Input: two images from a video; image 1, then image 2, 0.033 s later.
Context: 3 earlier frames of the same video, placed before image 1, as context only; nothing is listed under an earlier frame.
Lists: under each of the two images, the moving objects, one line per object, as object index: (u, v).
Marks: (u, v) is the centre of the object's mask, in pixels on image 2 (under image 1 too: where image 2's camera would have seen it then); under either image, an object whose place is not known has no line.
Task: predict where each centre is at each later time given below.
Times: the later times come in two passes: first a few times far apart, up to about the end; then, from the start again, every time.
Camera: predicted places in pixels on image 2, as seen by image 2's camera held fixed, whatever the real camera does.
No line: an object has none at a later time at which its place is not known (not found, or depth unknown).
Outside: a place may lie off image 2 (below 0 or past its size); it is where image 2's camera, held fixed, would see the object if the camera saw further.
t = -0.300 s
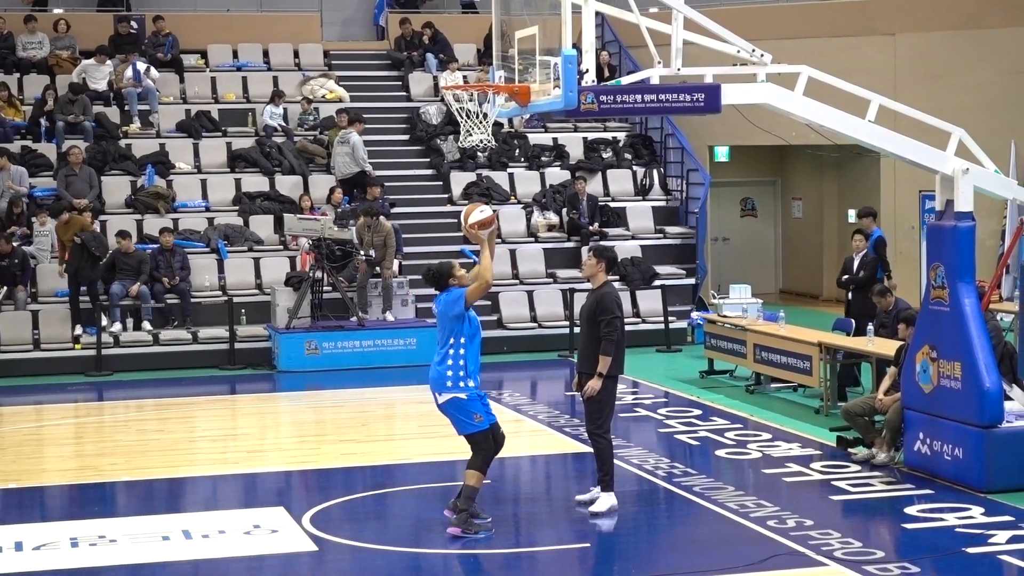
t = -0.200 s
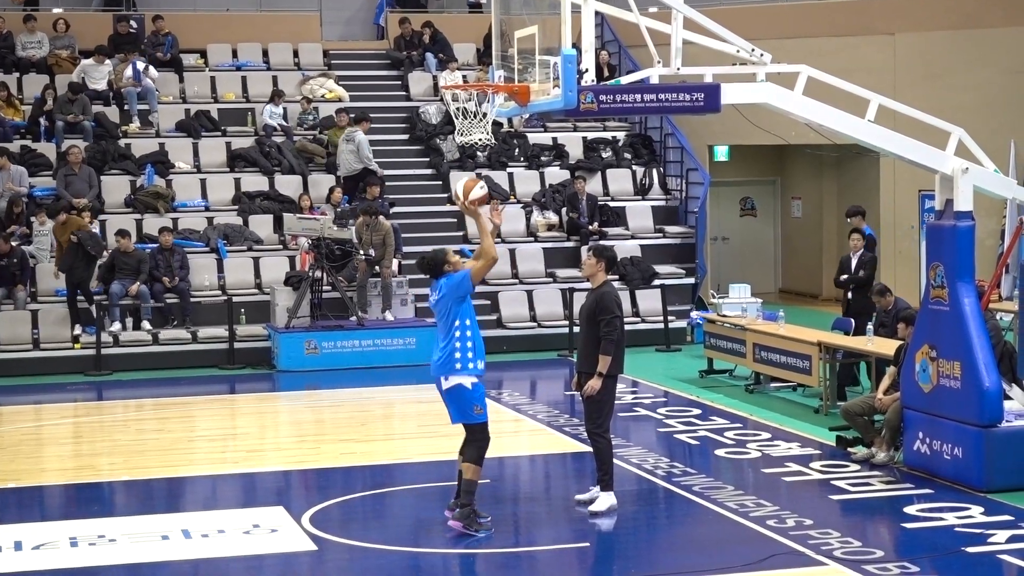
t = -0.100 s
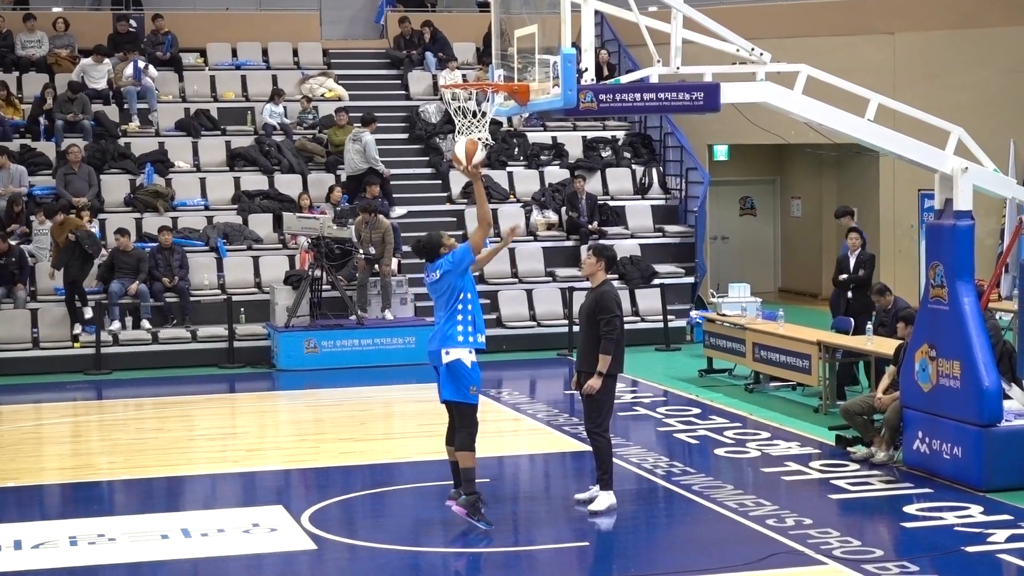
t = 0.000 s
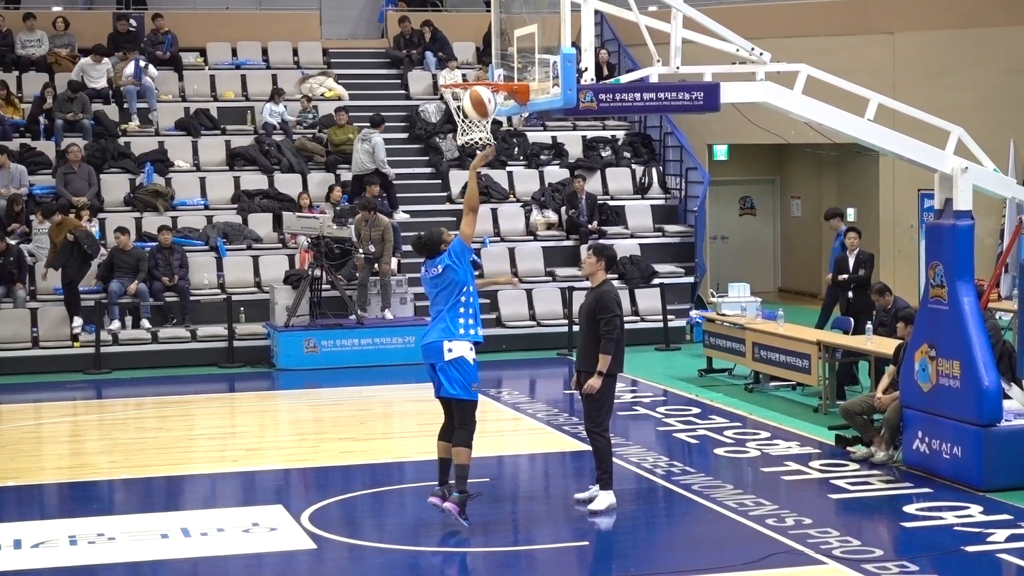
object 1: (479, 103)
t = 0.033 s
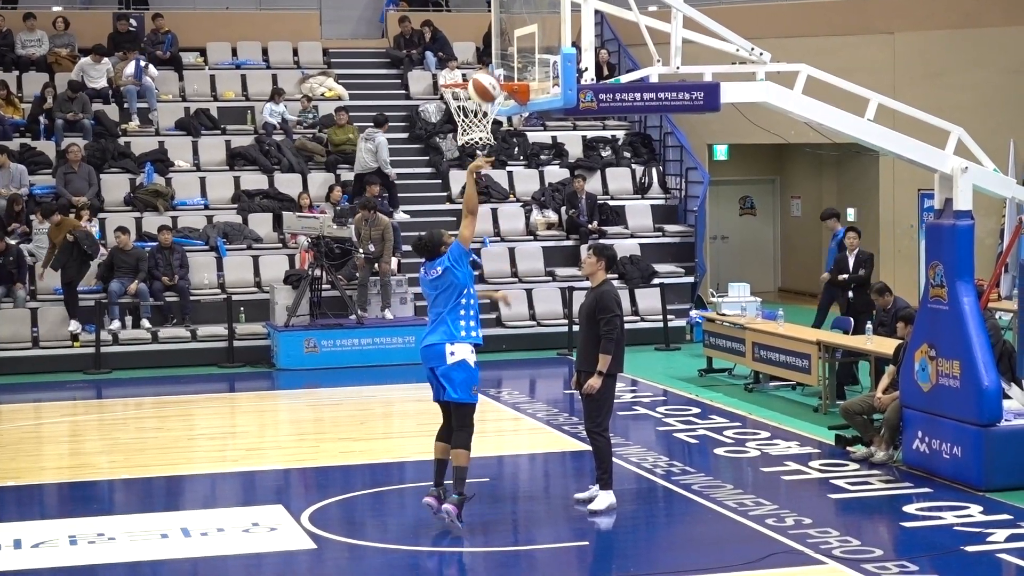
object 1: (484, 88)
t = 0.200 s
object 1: (509, 33)
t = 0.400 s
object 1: (499, 34)
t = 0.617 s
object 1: (466, 105)
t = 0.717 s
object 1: (461, 138)
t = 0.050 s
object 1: (487, 80)
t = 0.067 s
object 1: (489, 73)
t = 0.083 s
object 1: (492, 66)
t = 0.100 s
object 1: (495, 60)
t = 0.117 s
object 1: (497, 54)
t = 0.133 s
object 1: (499, 49)
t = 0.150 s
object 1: (502, 44)
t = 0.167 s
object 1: (504, 41)
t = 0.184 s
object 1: (506, 36)
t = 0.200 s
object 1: (509, 33)
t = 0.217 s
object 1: (511, 30)
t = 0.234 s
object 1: (514, 27)
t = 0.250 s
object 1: (517, 25)
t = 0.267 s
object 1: (519, 23)
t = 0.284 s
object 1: (518, 23)
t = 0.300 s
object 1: (515, 23)
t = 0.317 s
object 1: (512, 24)
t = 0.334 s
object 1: (510, 25)
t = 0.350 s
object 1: (508, 27)
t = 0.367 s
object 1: (505, 28)
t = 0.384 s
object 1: (502, 31)
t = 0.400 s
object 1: (499, 34)
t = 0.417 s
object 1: (497, 37)
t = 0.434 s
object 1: (494, 40)
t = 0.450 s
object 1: (492, 45)
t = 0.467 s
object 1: (489, 49)
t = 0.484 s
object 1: (486, 53)
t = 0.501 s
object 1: (483, 58)
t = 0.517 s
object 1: (481, 65)
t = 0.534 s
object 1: (478, 68)
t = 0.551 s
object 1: (475, 74)
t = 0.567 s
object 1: (472, 81)
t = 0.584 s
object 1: (470, 90)
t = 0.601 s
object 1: (468, 99)
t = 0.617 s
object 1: (466, 105)
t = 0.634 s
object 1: (462, 112)
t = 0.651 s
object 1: (462, 119)
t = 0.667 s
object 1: (462, 123)
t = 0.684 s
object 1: (460, 128)
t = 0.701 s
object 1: (460, 132)
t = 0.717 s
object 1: (461, 138)
